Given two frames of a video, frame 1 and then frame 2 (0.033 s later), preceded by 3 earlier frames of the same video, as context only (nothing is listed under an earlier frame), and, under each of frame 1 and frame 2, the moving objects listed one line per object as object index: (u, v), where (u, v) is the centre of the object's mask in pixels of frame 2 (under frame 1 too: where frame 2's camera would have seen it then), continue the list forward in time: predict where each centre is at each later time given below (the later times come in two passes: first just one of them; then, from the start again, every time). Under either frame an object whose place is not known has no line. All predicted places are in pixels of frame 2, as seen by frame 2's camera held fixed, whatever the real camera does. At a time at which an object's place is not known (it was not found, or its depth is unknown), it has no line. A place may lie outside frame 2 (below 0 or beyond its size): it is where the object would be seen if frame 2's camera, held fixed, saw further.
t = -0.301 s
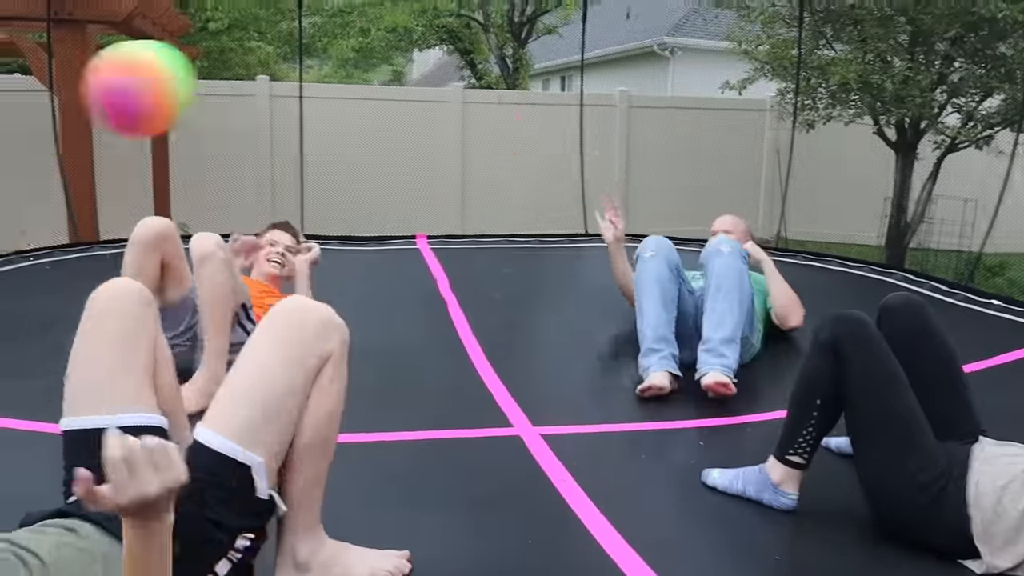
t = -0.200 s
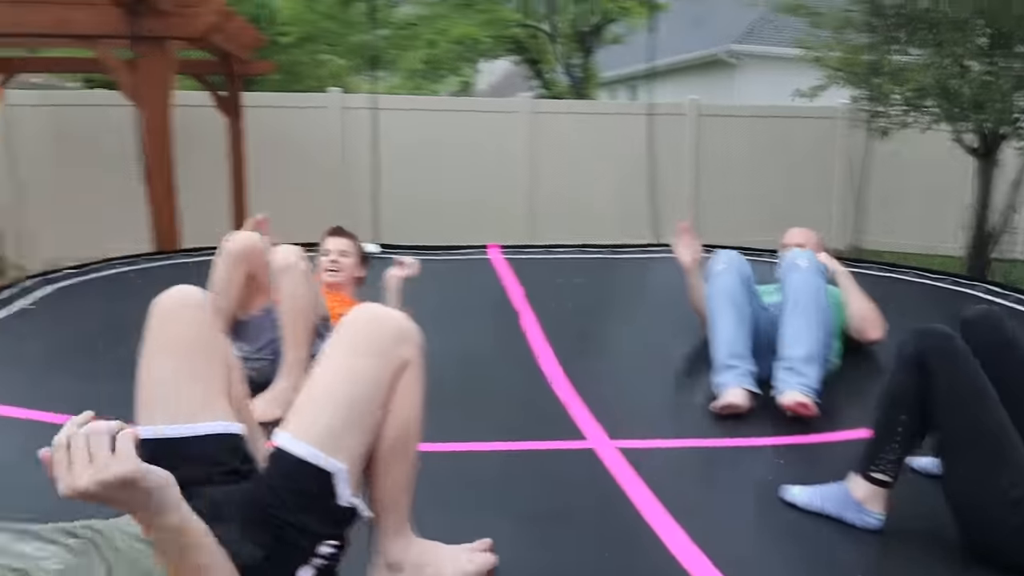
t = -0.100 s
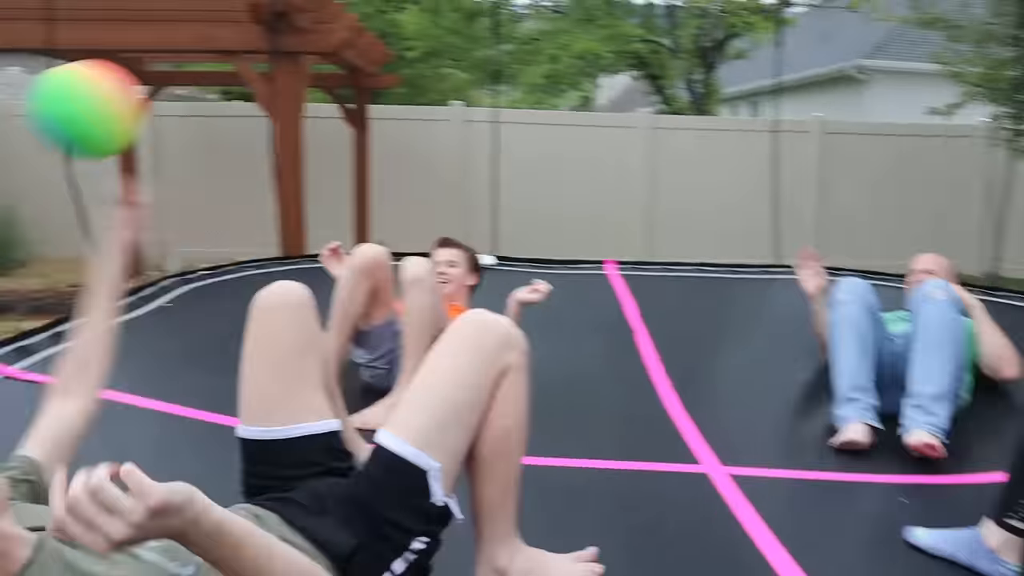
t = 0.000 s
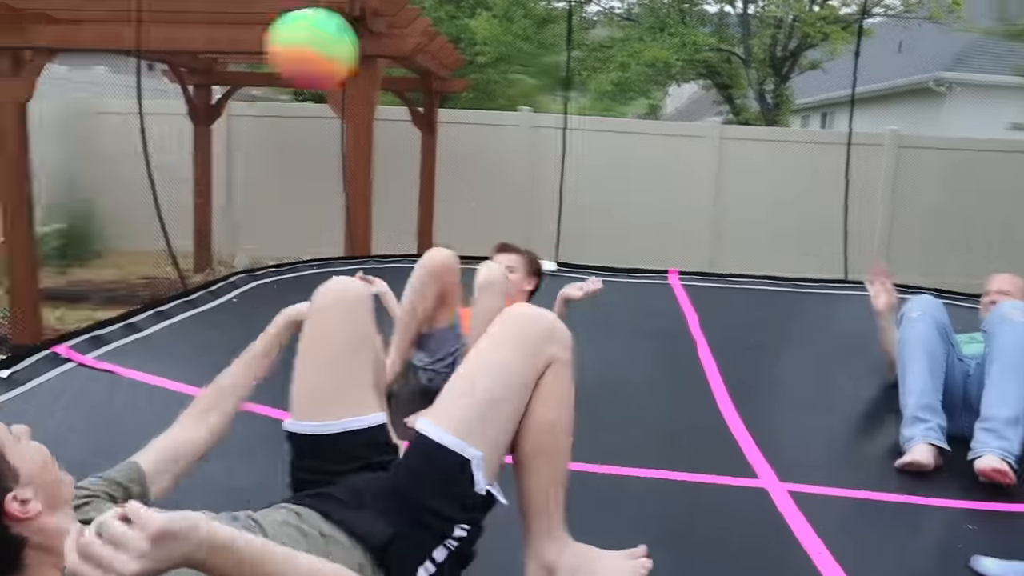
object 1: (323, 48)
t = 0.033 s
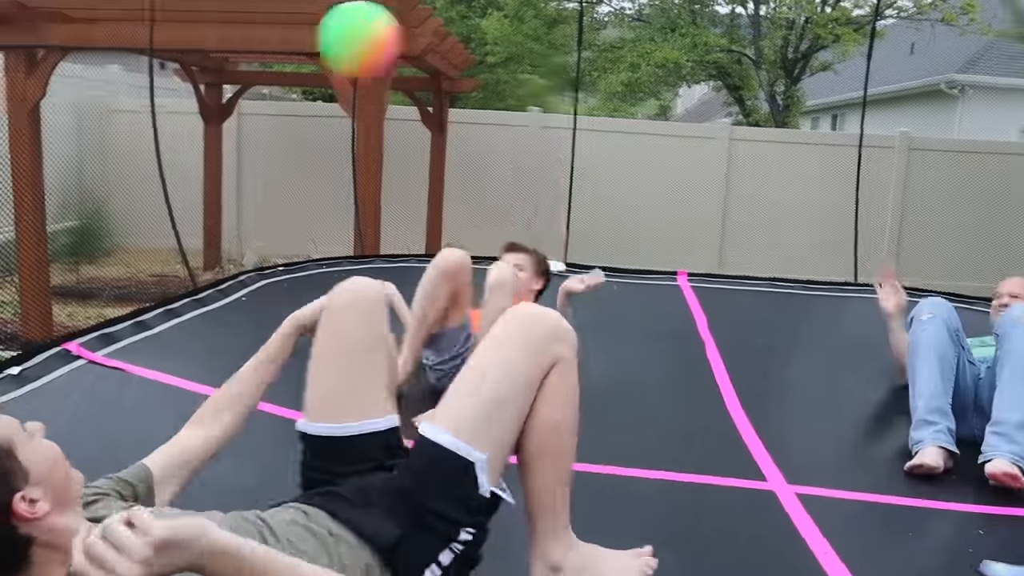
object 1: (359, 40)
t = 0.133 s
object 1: (451, 43)
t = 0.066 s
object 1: (392, 37)
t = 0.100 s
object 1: (423, 38)
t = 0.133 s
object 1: (451, 43)
